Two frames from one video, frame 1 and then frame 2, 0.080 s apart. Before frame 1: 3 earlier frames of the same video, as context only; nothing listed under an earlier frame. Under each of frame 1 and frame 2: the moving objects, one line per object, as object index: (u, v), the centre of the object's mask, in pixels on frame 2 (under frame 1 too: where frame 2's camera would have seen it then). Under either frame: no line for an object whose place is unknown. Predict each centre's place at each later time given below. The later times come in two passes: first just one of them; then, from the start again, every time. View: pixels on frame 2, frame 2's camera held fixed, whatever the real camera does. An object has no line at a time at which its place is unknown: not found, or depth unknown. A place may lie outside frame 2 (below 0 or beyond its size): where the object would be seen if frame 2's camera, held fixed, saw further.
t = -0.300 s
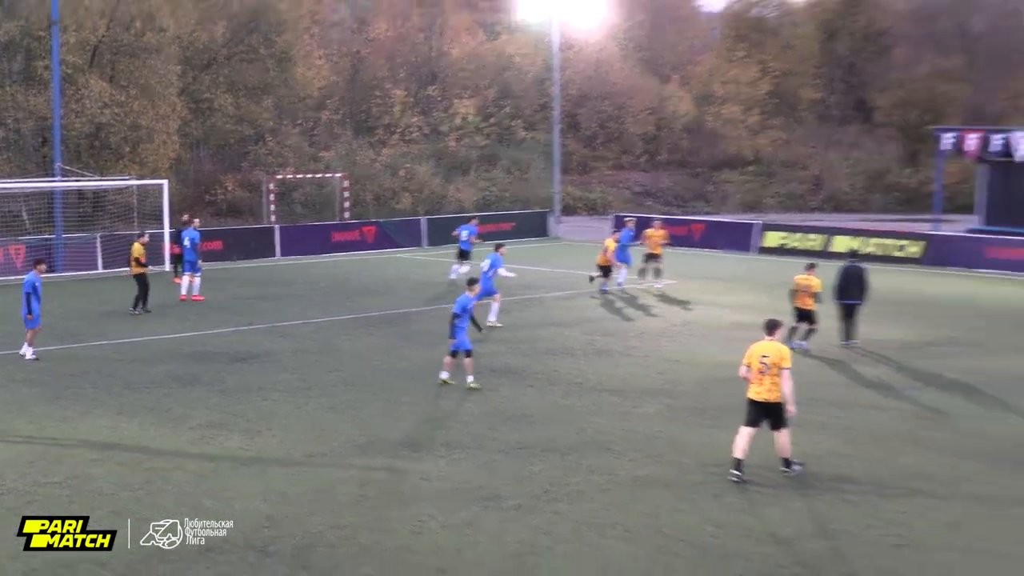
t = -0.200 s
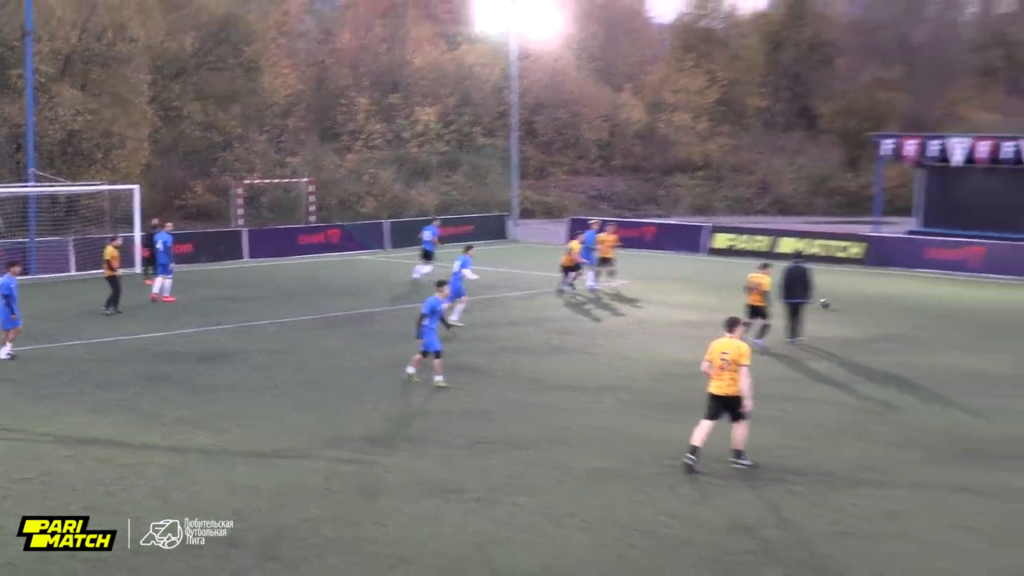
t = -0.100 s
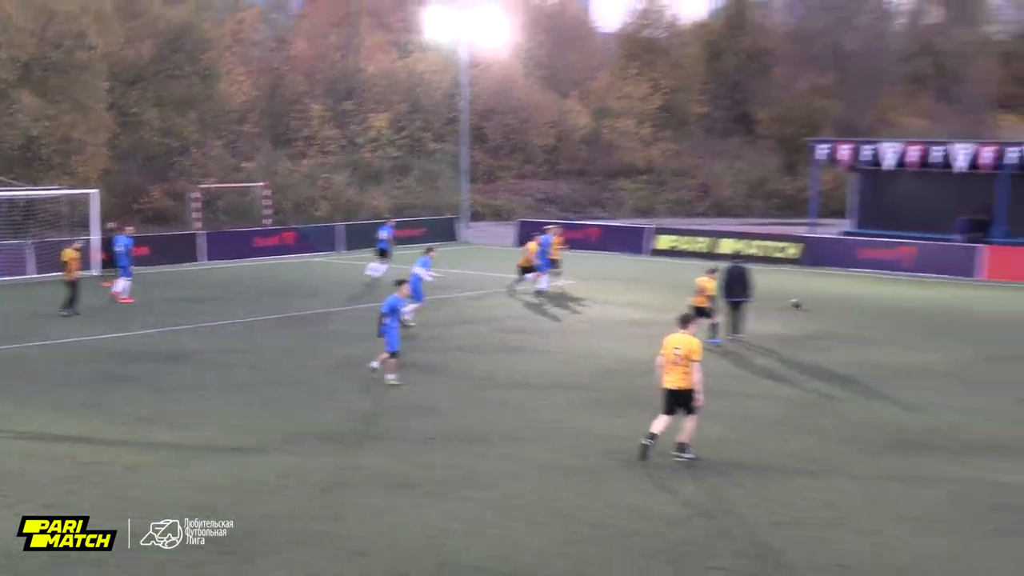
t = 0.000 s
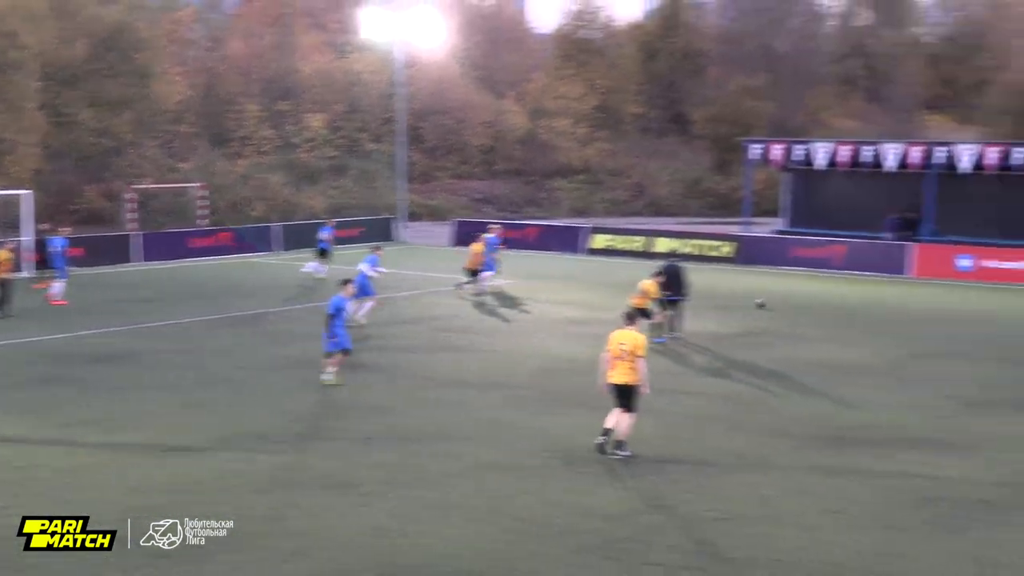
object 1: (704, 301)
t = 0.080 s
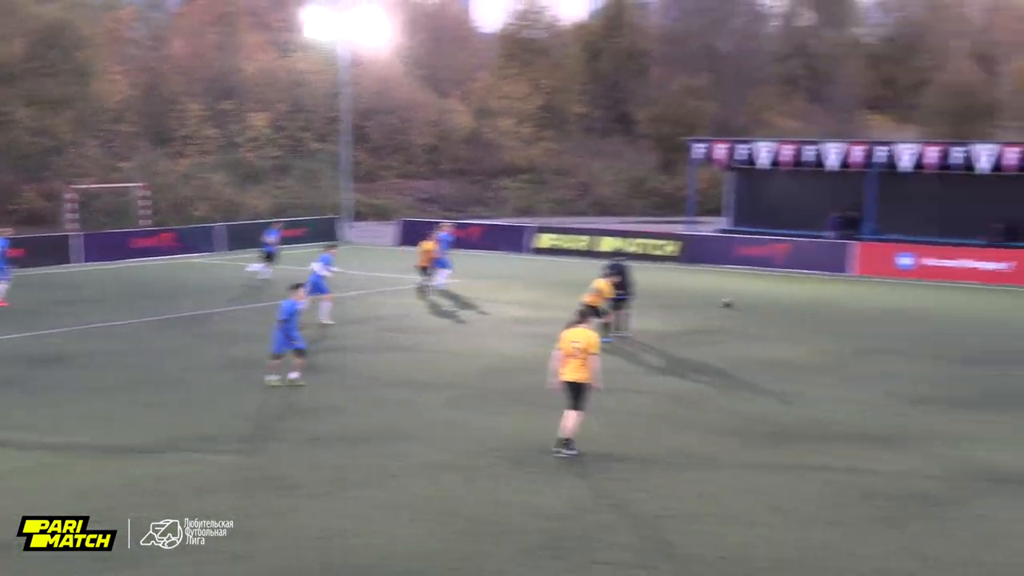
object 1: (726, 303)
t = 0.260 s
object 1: (773, 307)
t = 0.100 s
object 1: (732, 303)
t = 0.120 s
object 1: (737, 304)
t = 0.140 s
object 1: (742, 304)
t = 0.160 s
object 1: (748, 305)
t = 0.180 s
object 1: (752, 306)
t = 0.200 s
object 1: (758, 307)
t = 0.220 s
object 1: (764, 307)
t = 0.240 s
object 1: (768, 307)
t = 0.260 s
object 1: (773, 307)
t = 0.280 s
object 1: (779, 307)
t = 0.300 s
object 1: (784, 308)
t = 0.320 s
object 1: (789, 308)
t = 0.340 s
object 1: (789, 309)
